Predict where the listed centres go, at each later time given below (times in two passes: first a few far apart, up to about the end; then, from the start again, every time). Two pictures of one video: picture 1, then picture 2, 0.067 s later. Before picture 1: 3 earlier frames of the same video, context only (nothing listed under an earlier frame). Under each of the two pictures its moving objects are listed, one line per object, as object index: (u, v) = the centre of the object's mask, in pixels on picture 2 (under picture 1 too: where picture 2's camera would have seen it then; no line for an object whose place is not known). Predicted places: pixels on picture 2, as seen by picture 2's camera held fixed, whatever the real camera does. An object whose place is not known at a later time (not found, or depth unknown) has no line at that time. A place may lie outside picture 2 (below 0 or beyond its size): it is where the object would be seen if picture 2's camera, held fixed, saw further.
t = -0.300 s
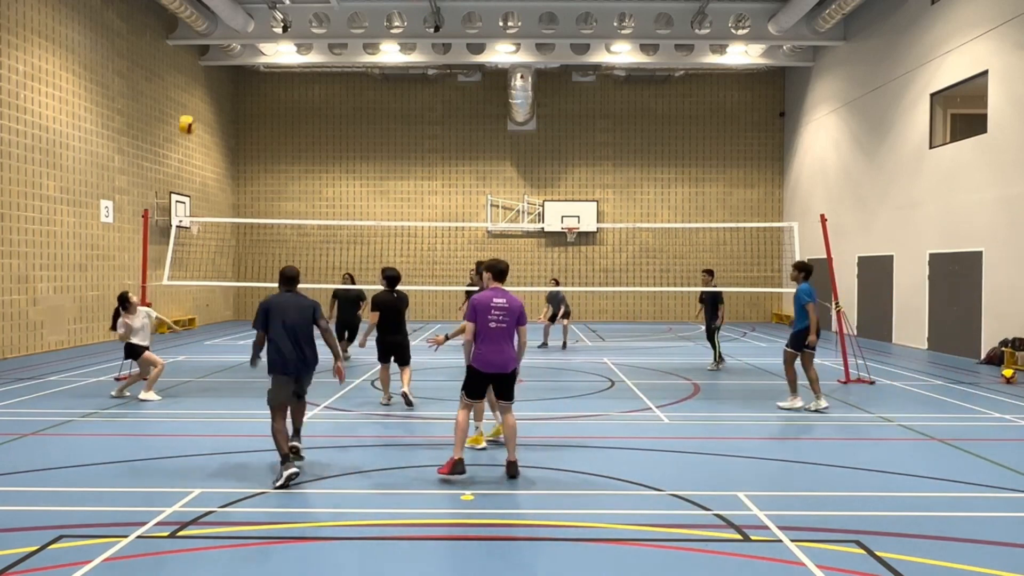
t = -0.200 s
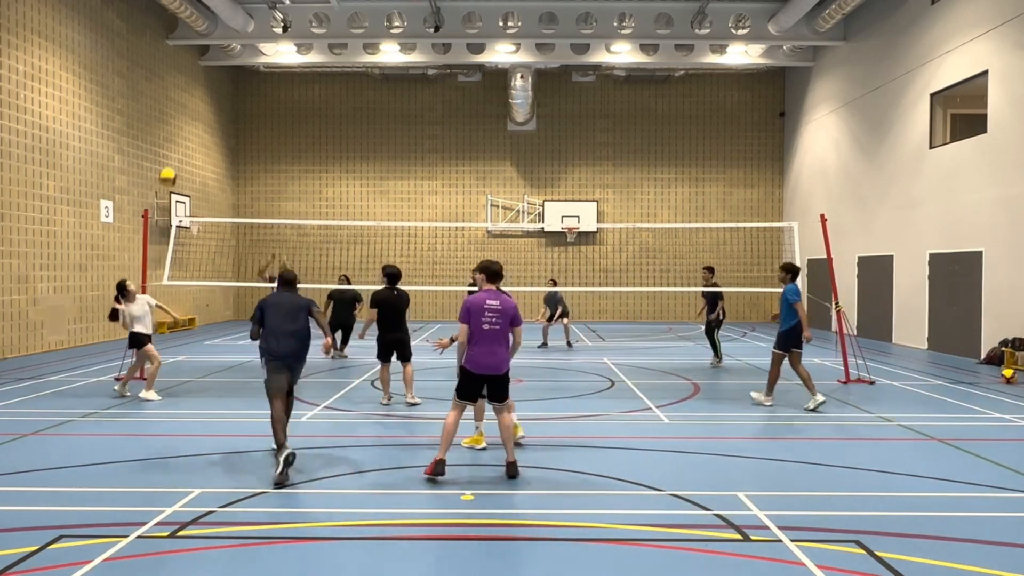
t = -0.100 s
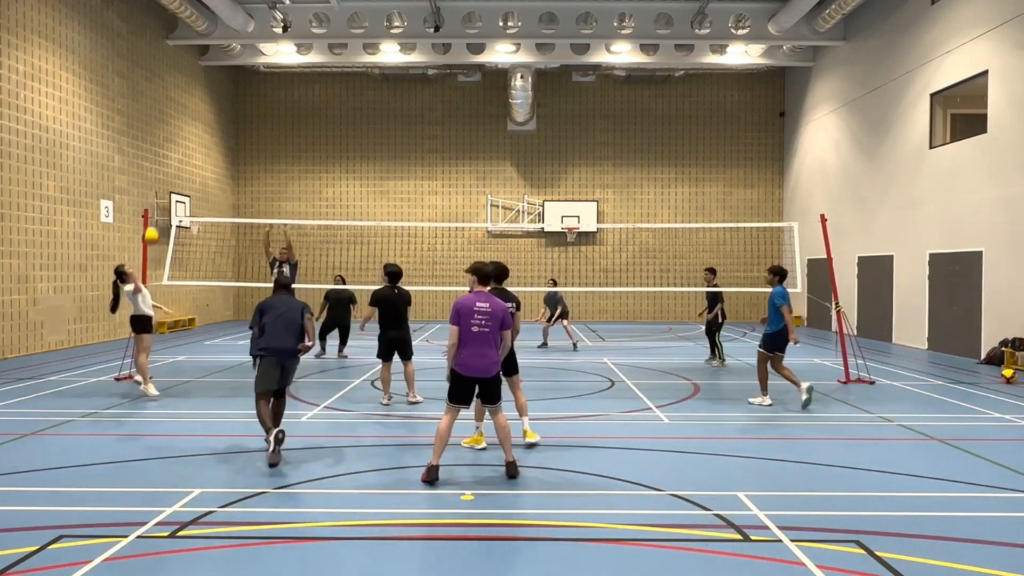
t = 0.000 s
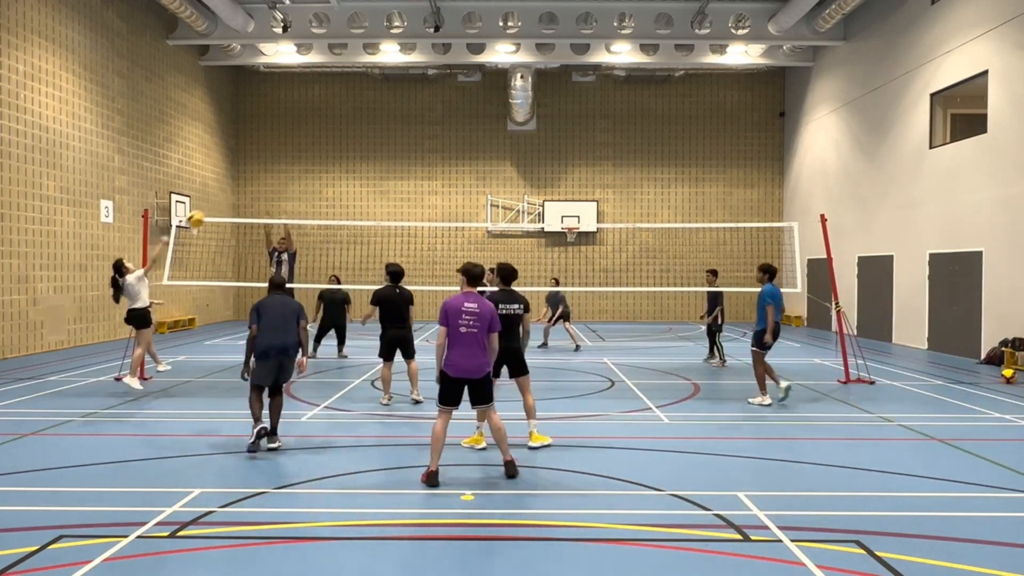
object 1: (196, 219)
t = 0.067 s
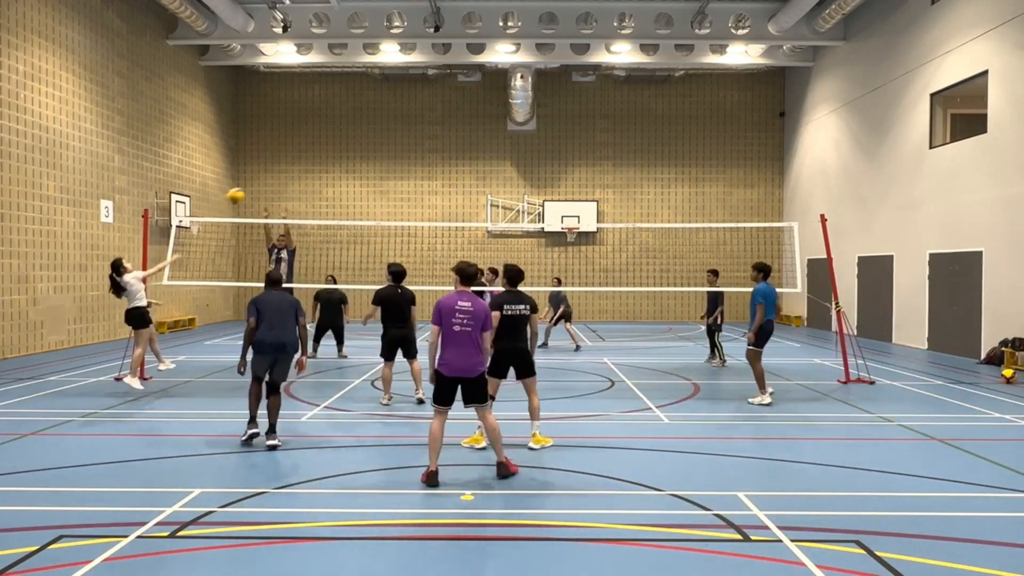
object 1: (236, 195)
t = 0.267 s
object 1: (339, 155)
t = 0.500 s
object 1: (432, 153)
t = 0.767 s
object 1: (512, 190)
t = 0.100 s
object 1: (254, 186)
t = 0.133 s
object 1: (272, 178)
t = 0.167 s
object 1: (290, 170)
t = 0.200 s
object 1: (307, 165)
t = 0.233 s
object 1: (323, 160)
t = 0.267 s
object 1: (339, 155)
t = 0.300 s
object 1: (353, 153)
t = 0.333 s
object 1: (368, 151)
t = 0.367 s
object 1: (382, 150)
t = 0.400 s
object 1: (395, 149)
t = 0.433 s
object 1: (408, 150)
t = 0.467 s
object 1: (420, 151)
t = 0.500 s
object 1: (432, 153)
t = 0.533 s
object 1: (444, 156)
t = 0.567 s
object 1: (455, 159)
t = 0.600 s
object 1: (466, 163)
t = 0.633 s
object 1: (476, 167)
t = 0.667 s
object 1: (485, 172)
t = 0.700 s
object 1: (494, 178)
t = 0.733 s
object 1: (504, 184)
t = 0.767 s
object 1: (512, 190)
